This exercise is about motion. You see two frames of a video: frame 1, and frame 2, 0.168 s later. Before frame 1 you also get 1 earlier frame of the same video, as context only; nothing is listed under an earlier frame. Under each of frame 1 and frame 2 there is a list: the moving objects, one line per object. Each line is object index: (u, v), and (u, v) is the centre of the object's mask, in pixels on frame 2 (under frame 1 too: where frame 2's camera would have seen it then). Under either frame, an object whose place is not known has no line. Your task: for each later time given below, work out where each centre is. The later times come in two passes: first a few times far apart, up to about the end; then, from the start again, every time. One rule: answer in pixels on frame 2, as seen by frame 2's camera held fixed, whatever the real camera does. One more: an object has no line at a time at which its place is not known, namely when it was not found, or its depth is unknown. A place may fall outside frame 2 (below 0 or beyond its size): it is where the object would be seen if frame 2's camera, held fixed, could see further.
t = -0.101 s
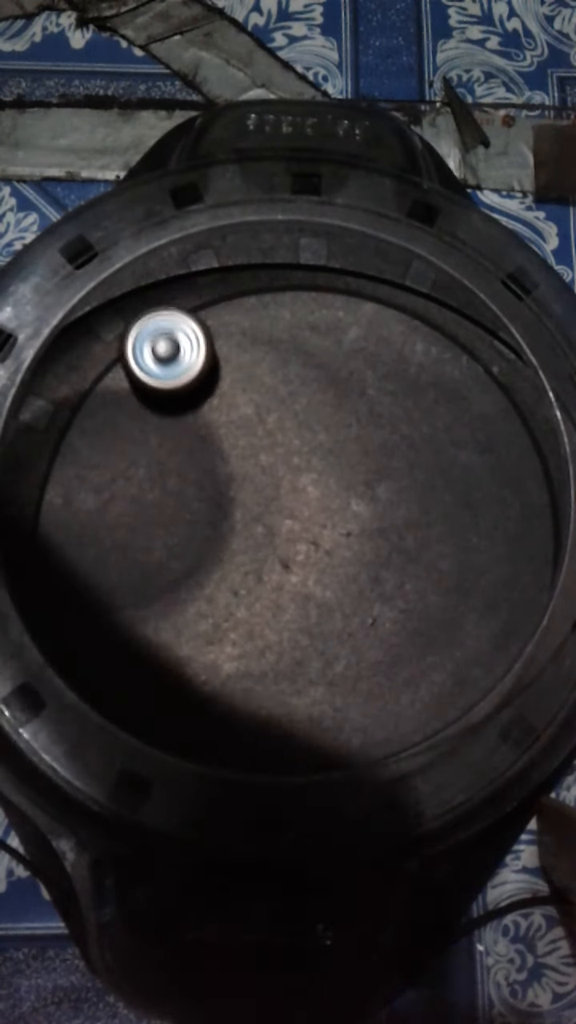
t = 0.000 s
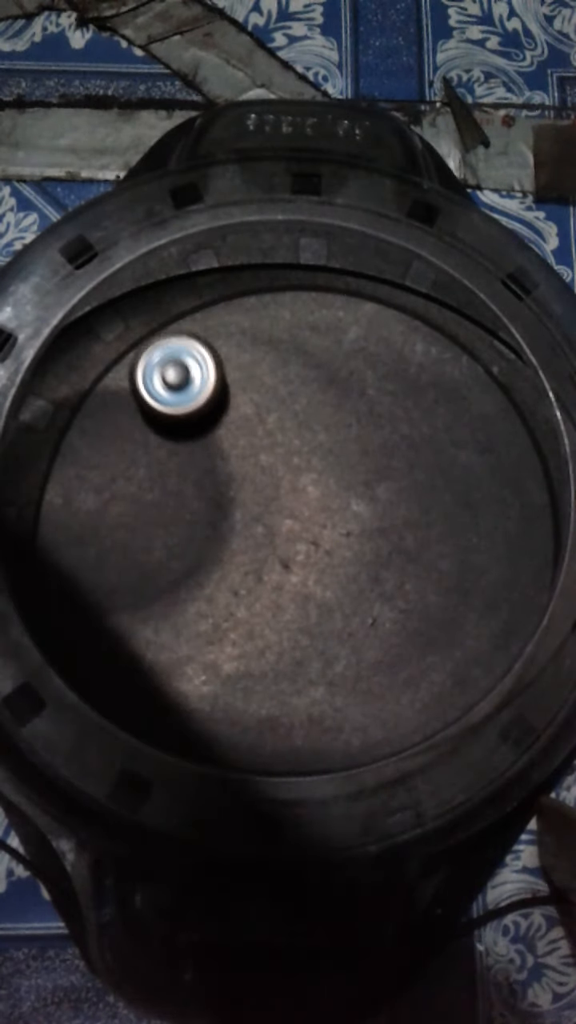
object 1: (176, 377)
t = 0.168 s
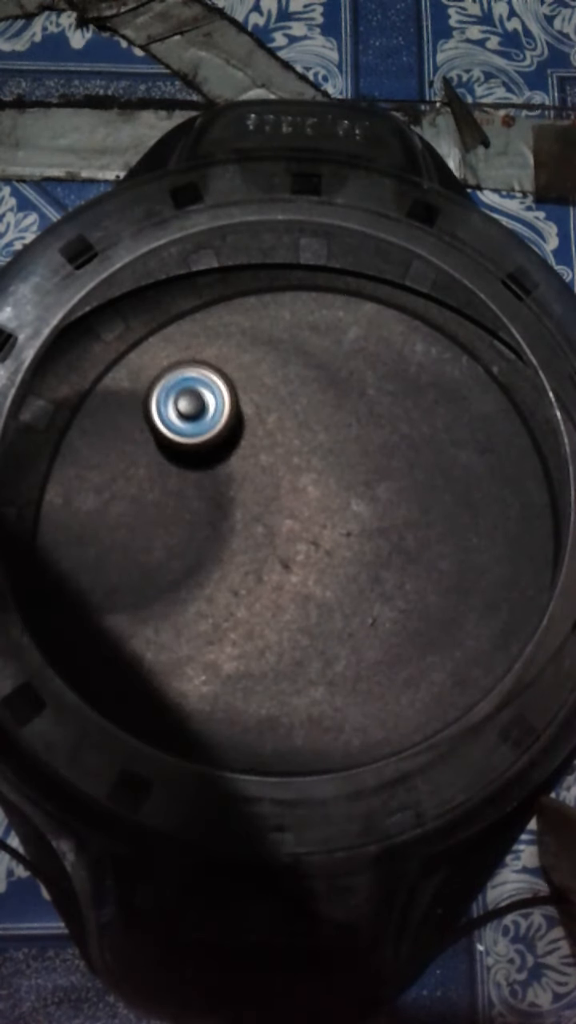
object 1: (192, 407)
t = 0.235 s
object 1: (194, 415)
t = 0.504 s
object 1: (176, 456)
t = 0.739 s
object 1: (209, 505)
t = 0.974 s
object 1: (241, 532)
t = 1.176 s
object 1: (262, 576)
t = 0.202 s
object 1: (193, 411)
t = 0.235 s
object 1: (194, 415)
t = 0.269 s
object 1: (194, 419)
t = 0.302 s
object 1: (194, 423)
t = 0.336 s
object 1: (192, 426)
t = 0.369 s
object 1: (189, 428)
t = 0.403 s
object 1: (184, 433)
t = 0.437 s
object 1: (180, 439)
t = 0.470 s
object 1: (177, 448)
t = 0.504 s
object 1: (176, 456)
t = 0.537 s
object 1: (176, 466)
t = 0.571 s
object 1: (178, 476)
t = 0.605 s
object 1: (183, 485)
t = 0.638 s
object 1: (189, 492)
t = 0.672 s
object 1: (195, 498)
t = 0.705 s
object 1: (202, 502)
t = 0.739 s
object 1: (209, 505)
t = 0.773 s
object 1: (215, 505)
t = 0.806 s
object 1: (222, 504)
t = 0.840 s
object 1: (227, 505)
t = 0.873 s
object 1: (233, 507)
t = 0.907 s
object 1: (236, 512)
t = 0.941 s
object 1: (238, 523)
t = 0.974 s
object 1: (241, 532)
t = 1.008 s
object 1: (247, 542)
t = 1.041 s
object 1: (250, 548)
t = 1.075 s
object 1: (253, 555)
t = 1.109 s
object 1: (256, 561)
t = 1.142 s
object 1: (259, 568)
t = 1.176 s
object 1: (262, 576)
